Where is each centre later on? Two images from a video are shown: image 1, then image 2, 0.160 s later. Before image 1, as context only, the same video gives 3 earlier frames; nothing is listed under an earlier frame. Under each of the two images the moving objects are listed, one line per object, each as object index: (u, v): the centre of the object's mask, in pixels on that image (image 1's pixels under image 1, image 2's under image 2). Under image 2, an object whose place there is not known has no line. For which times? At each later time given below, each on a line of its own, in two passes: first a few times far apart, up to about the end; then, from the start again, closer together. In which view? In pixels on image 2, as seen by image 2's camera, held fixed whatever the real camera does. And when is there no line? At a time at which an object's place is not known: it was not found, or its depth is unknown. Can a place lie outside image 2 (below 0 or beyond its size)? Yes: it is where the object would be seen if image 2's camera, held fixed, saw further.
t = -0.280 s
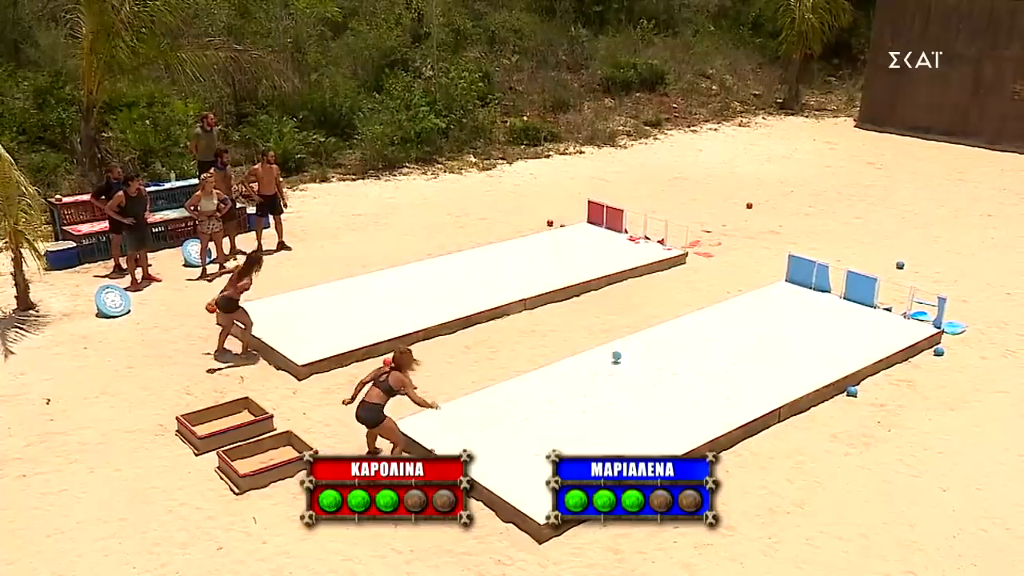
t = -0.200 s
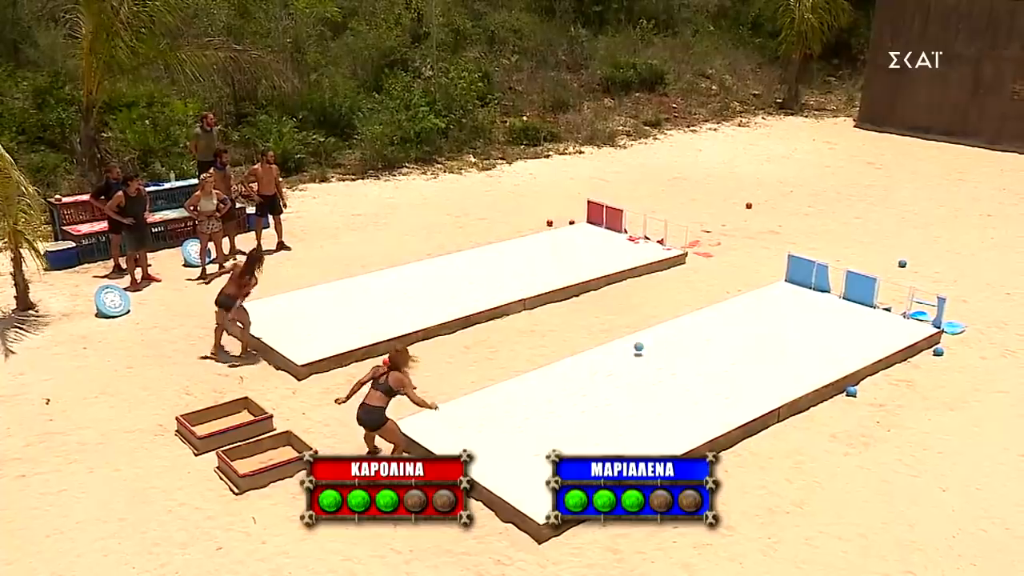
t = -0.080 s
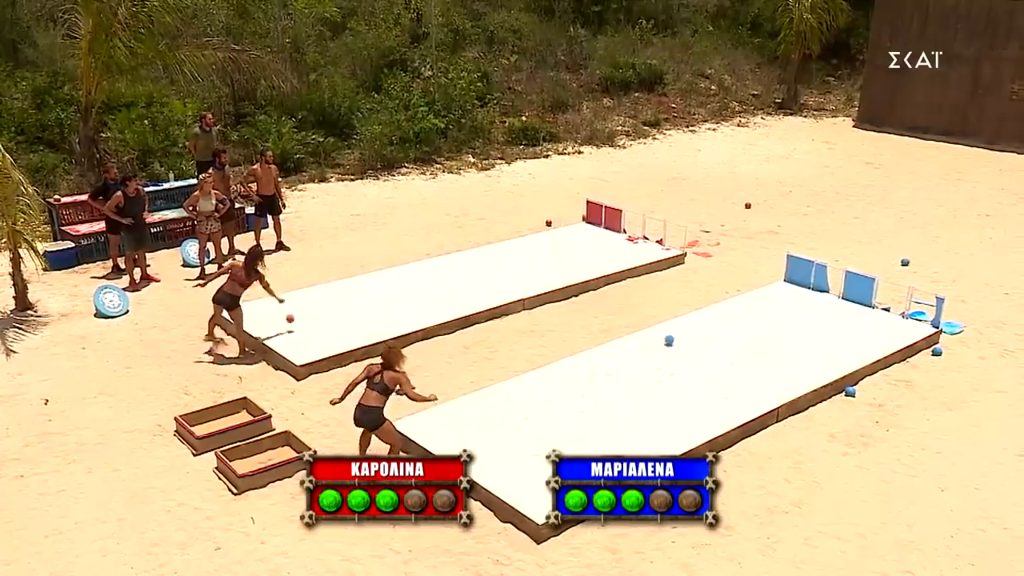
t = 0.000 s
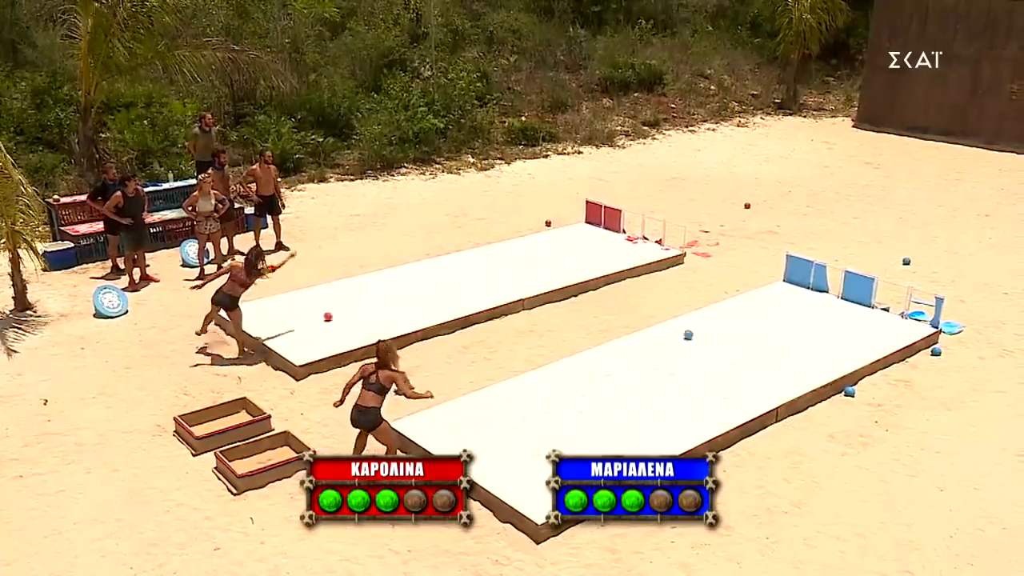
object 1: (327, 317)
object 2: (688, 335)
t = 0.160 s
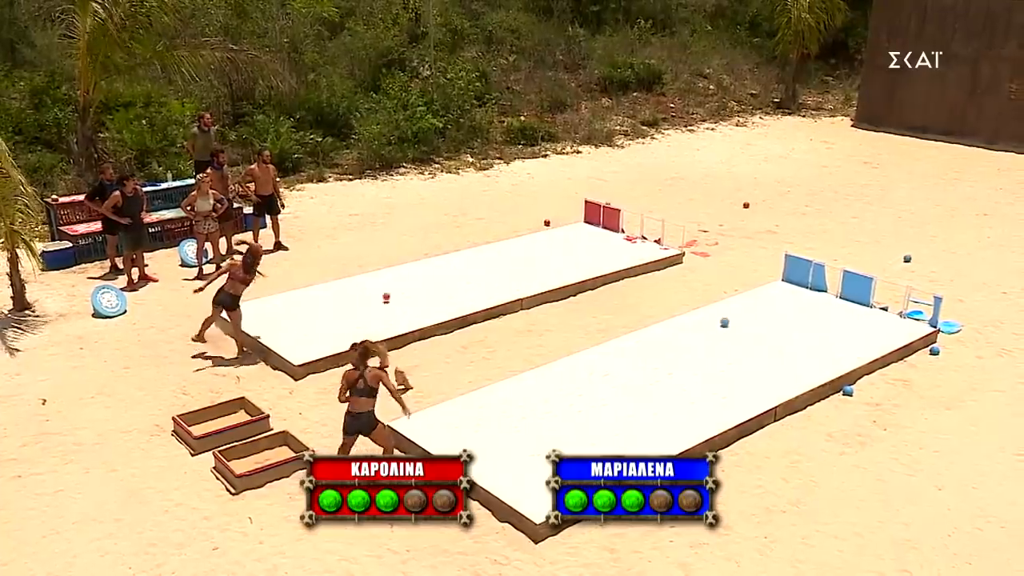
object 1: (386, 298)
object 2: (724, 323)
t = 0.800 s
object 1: (551, 248)
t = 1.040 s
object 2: (893, 286)
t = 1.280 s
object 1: (629, 222)
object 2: (929, 278)
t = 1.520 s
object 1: (648, 228)
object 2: (960, 270)
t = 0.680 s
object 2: (830, 291)
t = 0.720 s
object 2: (836, 289)
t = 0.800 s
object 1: (551, 248)
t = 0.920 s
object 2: (875, 292)
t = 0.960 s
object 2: (880, 289)
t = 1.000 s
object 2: (886, 288)
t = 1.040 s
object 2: (893, 286)
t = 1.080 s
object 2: (900, 285)
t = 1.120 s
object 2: (906, 282)
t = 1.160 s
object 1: (624, 225)
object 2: (912, 282)
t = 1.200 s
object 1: (628, 225)
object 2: (918, 280)
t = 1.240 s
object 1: (625, 223)
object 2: (924, 279)
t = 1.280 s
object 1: (629, 222)
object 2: (929, 278)
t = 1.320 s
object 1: (632, 223)
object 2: (935, 276)
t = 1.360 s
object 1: (636, 224)
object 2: (940, 274)
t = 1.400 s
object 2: (945, 273)
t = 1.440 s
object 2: (951, 272)
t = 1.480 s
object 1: (646, 229)
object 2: (955, 271)
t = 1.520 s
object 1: (648, 228)
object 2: (960, 270)
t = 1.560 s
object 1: (651, 227)
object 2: (965, 269)
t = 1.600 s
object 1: (654, 226)
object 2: (969, 267)
